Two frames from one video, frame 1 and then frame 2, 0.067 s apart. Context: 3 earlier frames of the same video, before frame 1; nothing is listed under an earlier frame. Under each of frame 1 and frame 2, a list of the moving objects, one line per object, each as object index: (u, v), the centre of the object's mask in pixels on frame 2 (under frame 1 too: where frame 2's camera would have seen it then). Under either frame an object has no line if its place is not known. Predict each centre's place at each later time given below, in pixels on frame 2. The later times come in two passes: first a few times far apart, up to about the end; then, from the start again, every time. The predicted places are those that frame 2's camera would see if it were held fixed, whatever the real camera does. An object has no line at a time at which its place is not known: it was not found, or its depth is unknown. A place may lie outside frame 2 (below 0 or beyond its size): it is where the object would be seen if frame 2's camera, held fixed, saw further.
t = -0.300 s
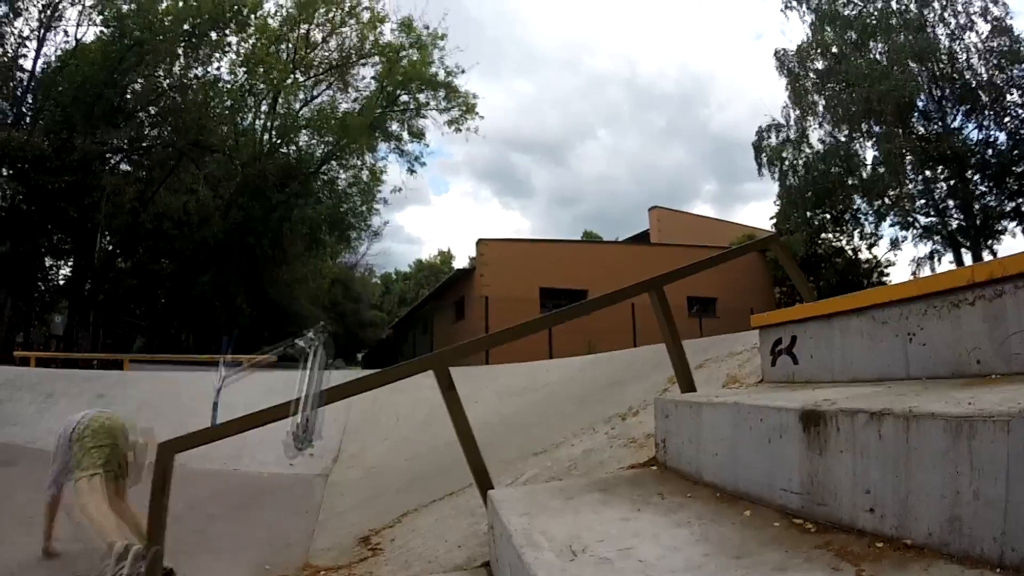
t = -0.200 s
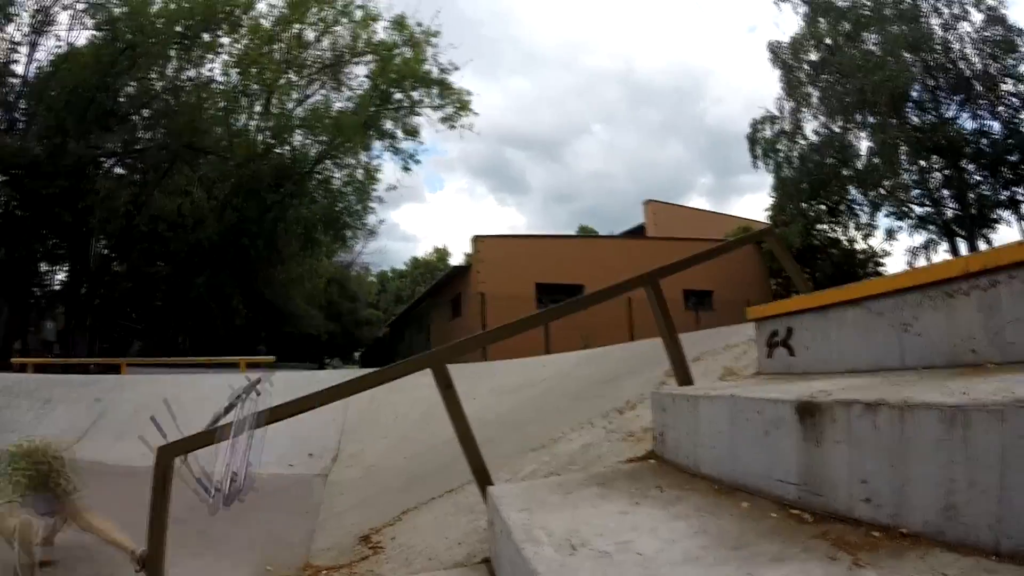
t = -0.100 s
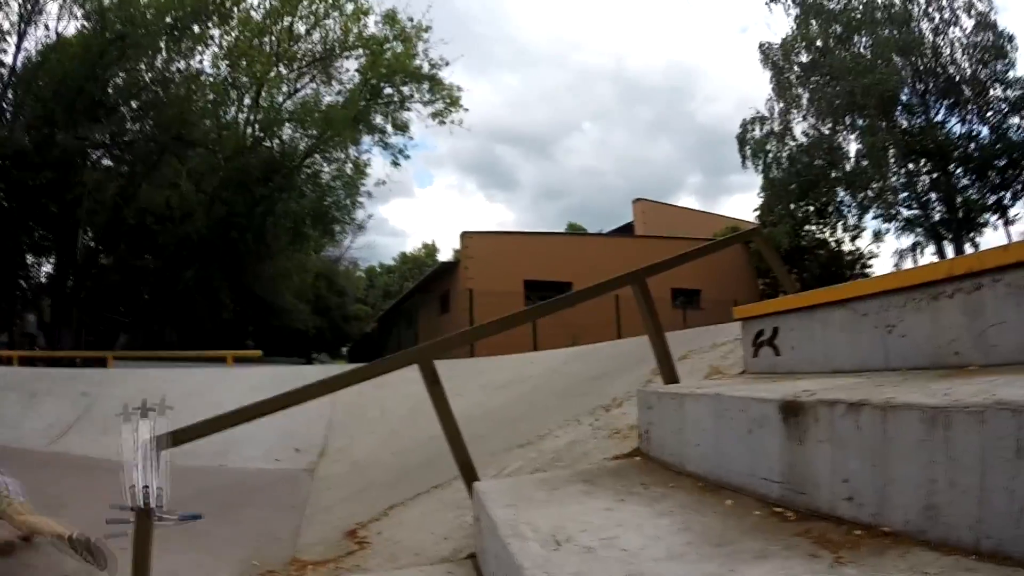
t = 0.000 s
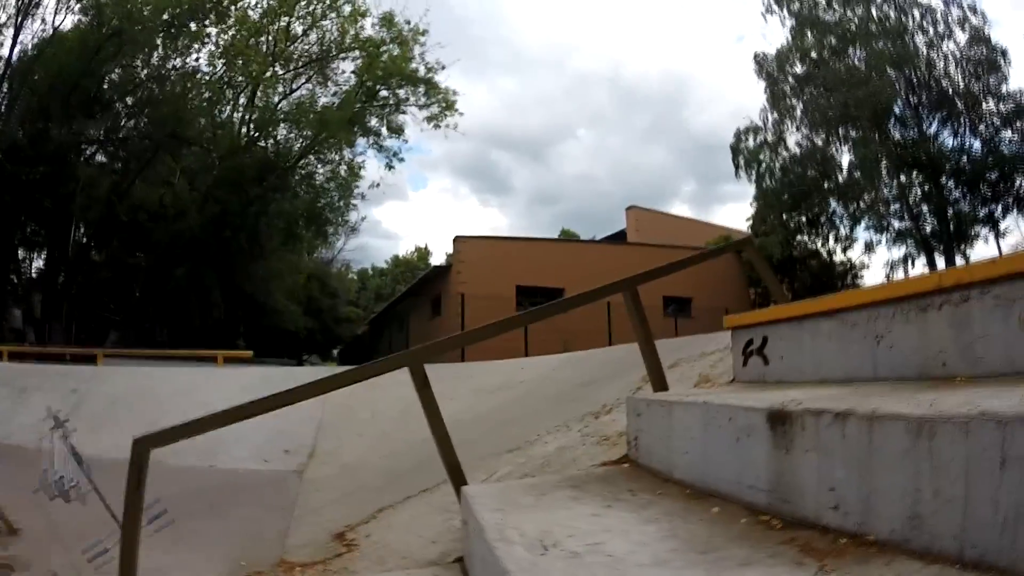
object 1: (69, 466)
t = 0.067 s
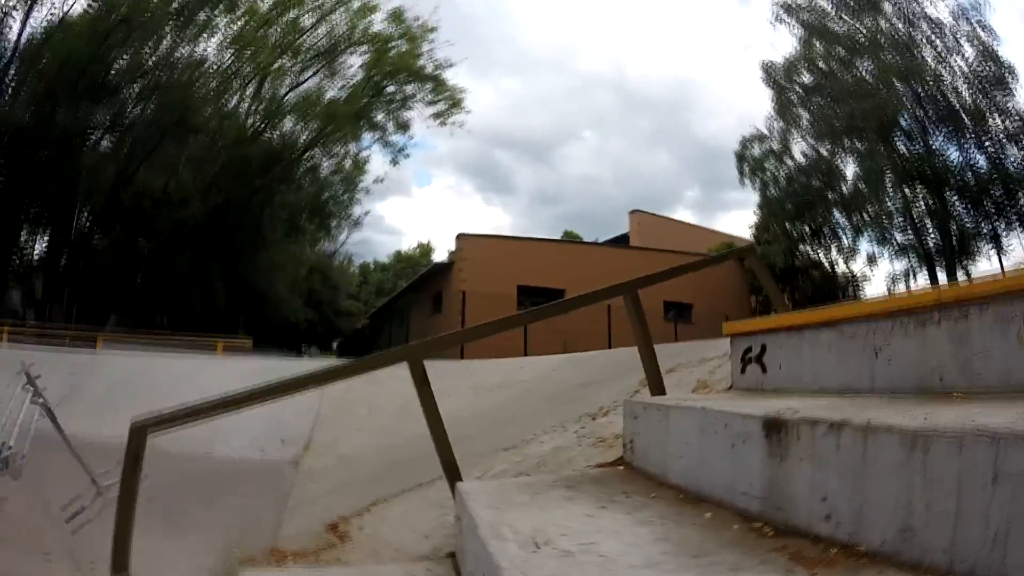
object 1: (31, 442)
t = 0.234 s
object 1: (22, 428)
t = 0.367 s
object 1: (8, 463)
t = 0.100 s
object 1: (54, 438)
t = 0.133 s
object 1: (51, 433)
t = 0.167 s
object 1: (35, 422)
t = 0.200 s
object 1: (24, 422)
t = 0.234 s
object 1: (22, 428)
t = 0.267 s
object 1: (23, 438)
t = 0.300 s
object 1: (22, 447)
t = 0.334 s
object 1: (17, 454)
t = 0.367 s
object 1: (8, 463)
